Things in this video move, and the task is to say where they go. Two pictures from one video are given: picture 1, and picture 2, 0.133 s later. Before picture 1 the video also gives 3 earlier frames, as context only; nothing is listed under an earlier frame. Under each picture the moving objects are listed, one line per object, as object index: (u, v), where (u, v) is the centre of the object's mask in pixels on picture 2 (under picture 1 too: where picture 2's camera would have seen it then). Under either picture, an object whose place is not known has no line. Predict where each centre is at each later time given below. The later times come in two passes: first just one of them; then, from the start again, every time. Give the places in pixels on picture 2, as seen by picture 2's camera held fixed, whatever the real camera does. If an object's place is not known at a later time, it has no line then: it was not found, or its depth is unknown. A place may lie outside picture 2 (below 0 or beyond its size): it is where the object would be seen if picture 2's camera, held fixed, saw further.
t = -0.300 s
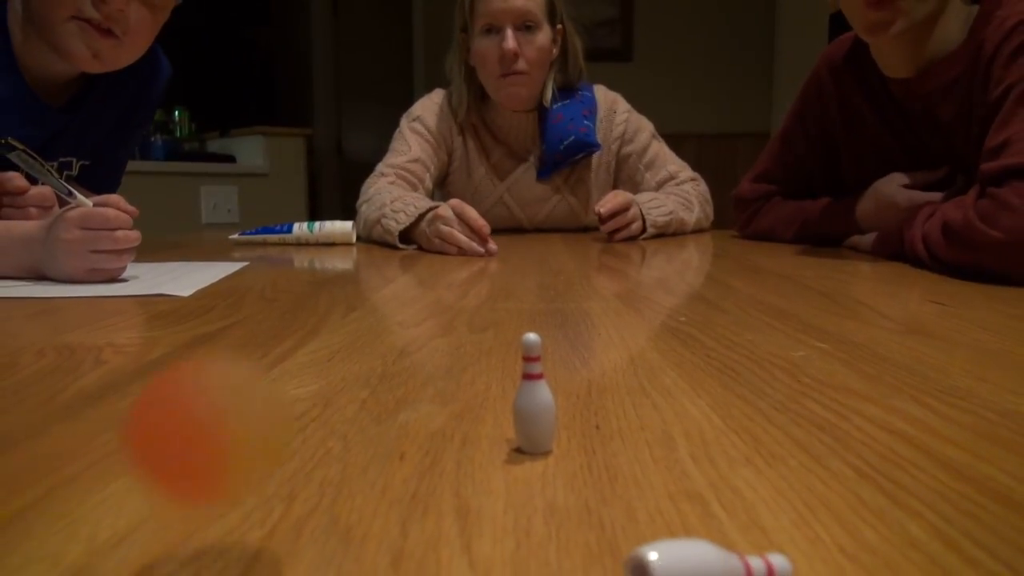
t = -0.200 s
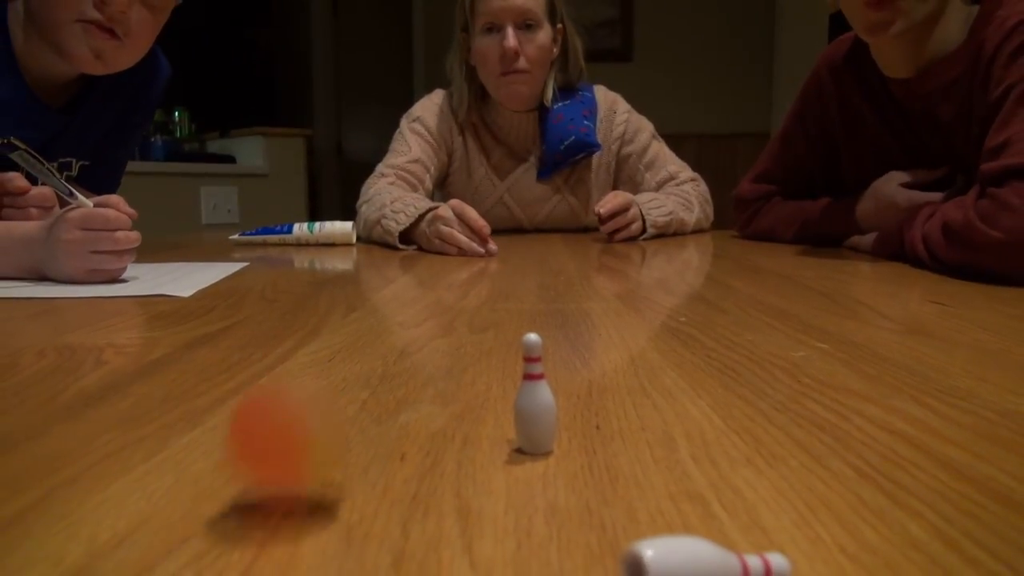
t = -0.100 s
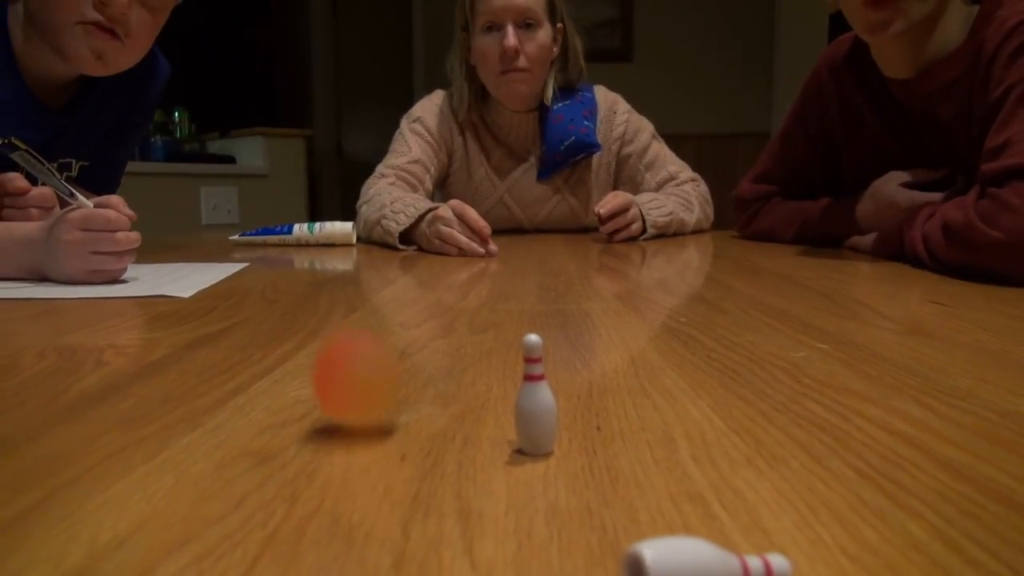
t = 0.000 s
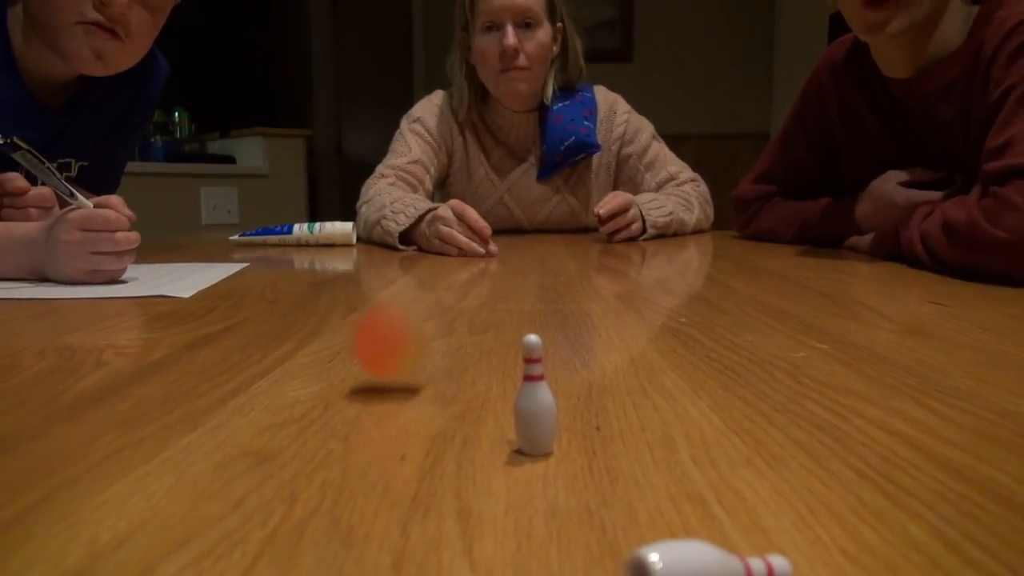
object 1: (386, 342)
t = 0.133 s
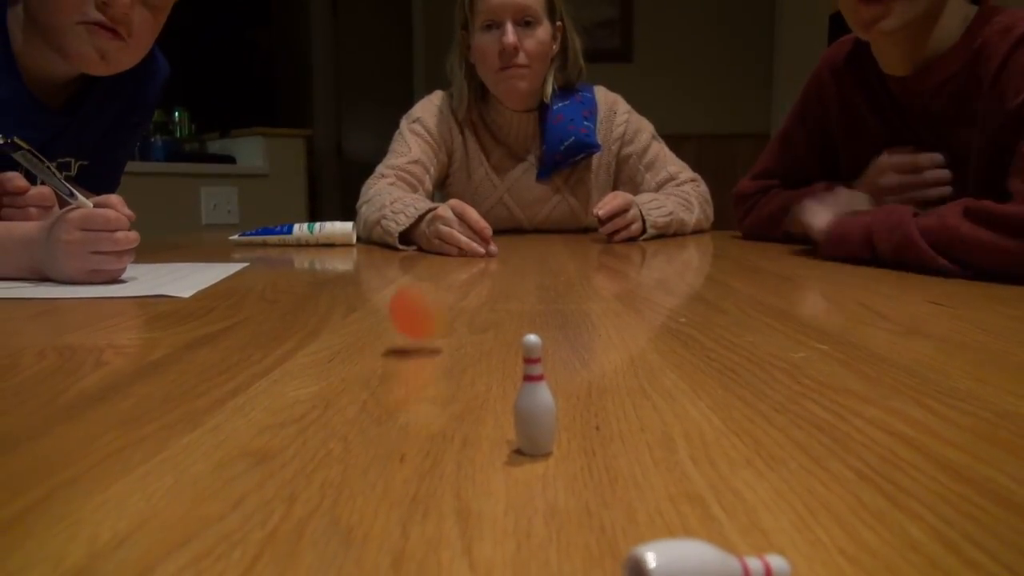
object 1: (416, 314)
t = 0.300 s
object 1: (437, 295)
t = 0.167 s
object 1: (423, 309)
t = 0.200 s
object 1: (429, 306)
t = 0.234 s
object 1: (432, 300)
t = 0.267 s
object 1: (437, 298)
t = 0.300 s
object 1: (437, 295)
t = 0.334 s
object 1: (442, 291)
